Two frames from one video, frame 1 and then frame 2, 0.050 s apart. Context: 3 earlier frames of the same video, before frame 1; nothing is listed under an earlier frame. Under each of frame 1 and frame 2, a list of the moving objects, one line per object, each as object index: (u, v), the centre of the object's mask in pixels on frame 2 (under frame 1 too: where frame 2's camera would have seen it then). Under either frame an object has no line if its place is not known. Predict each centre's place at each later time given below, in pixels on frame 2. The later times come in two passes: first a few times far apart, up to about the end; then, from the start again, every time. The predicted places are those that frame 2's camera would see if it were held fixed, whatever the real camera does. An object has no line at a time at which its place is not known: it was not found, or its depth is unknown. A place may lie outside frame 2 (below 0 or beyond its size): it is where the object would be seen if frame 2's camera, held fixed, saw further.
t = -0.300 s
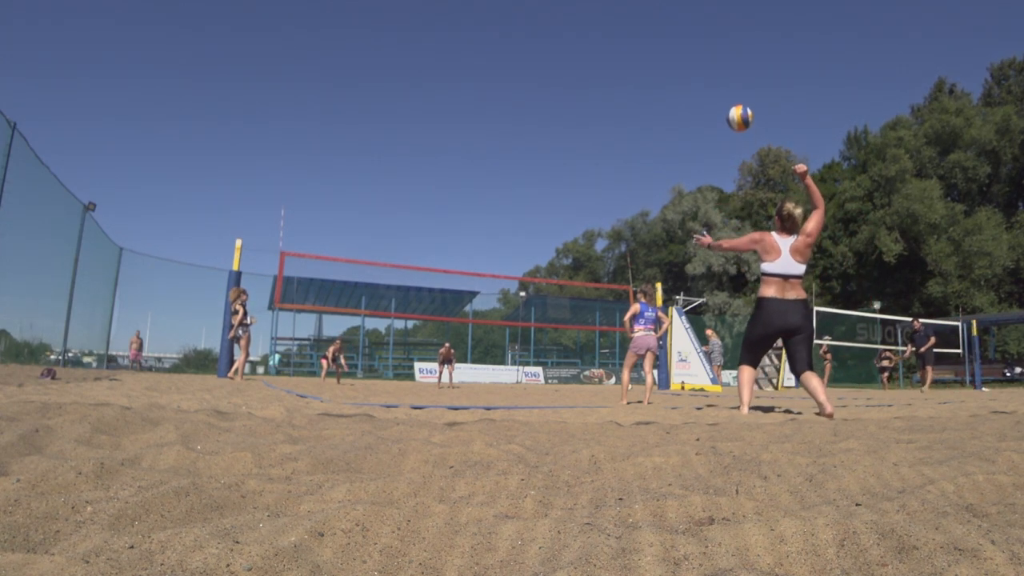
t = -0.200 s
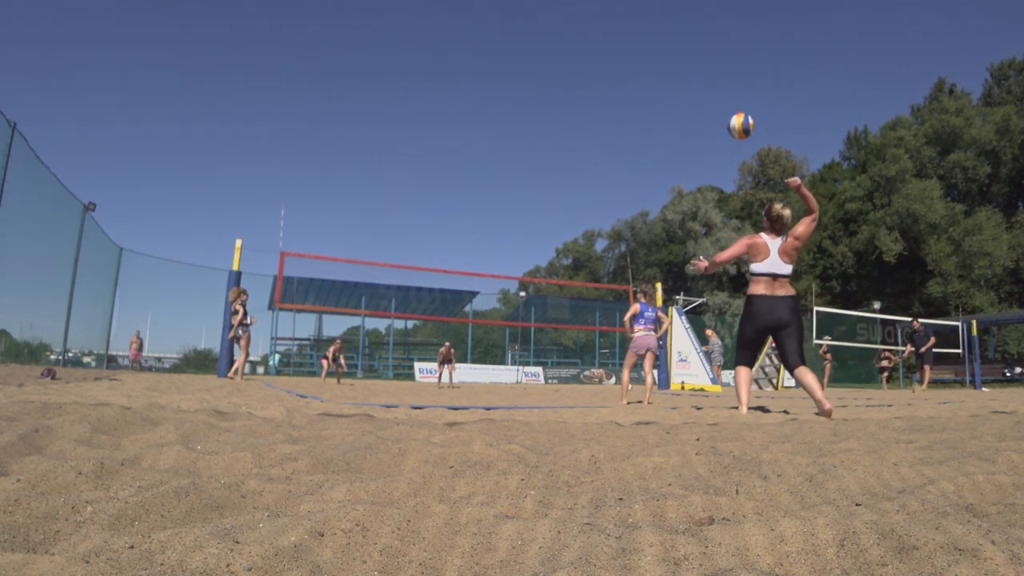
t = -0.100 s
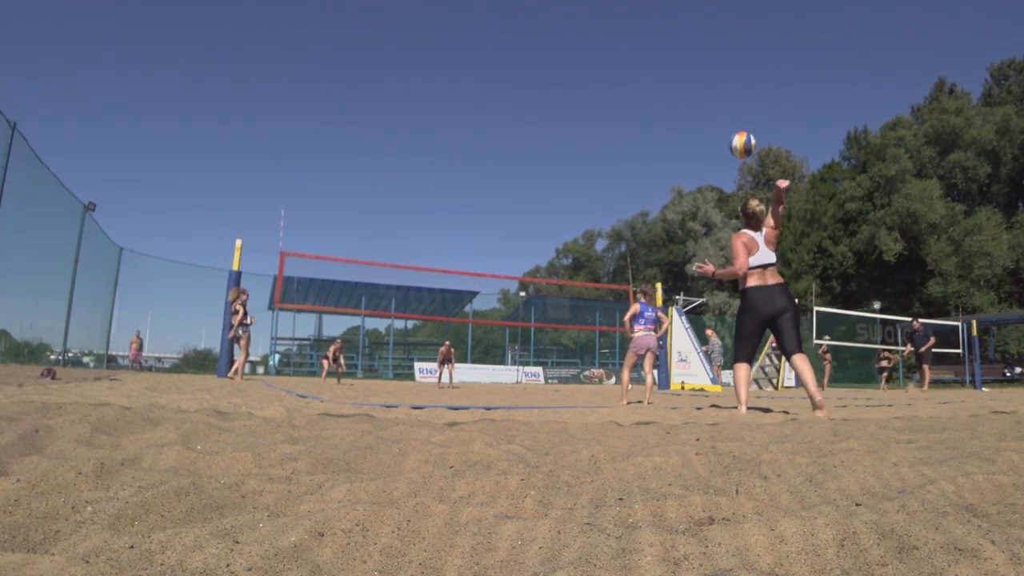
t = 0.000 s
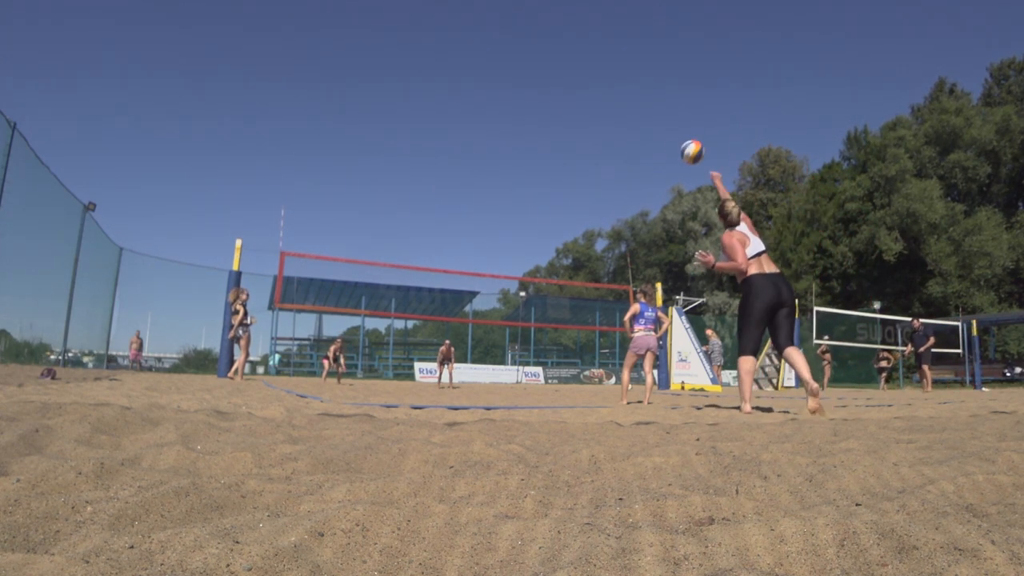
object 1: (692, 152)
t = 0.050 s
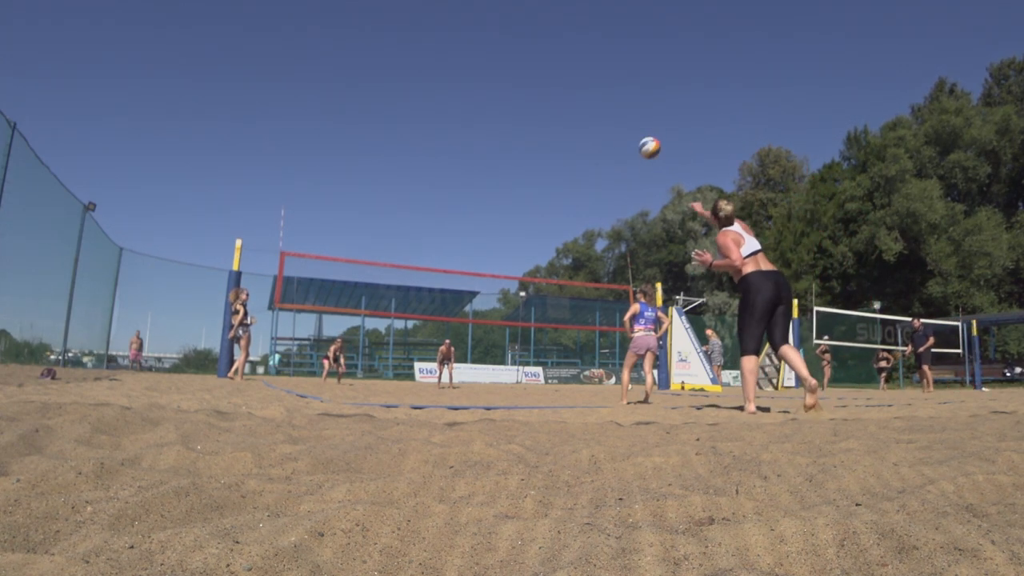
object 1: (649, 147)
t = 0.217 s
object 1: (554, 151)
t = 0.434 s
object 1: (481, 176)
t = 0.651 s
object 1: (438, 209)
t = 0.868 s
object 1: (413, 248)
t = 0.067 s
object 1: (637, 146)
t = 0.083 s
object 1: (625, 146)
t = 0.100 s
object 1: (614, 146)
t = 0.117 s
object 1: (604, 146)
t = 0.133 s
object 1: (594, 147)
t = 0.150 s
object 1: (586, 147)
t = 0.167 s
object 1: (577, 148)
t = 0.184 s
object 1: (569, 149)
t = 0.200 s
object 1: (561, 150)
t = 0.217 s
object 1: (554, 151)
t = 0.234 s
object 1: (547, 153)
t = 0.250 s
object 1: (540, 154)
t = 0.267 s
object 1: (534, 156)
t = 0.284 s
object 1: (527, 157)
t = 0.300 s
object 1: (521, 159)
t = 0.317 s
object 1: (516, 161)
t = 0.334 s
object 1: (510, 162)
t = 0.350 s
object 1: (505, 165)
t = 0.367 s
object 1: (500, 167)
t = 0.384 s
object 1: (495, 169)
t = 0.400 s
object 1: (490, 171)
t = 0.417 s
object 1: (486, 174)
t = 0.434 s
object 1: (481, 176)
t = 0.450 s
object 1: (477, 178)
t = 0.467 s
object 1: (473, 181)
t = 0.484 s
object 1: (469, 183)
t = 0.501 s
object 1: (465, 186)
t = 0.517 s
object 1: (461, 188)
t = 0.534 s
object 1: (458, 191)
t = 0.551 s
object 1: (455, 193)
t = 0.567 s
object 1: (452, 195)
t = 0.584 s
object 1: (449, 198)
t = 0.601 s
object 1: (446, 201)
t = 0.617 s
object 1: (443, 204)
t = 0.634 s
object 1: (440, 206)
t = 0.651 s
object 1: (438, 209)
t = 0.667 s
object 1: (435, 212)
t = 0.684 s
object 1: (433, 215)
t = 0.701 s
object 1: (431, 217)
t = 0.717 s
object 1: (429, 220)
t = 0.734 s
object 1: (427, 224)
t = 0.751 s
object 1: (425, 226)
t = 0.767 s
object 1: (423, 230)
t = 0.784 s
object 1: (422, 233)
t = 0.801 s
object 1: (420, 236)
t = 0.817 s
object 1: (418, 239)
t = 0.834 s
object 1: (416, 242)
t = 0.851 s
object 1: (415, 245)
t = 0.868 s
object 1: (413, 248)
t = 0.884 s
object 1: (411, 252)
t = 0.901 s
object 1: (410, 255)
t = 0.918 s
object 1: (408, 258)
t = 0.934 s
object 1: (406, 261)
